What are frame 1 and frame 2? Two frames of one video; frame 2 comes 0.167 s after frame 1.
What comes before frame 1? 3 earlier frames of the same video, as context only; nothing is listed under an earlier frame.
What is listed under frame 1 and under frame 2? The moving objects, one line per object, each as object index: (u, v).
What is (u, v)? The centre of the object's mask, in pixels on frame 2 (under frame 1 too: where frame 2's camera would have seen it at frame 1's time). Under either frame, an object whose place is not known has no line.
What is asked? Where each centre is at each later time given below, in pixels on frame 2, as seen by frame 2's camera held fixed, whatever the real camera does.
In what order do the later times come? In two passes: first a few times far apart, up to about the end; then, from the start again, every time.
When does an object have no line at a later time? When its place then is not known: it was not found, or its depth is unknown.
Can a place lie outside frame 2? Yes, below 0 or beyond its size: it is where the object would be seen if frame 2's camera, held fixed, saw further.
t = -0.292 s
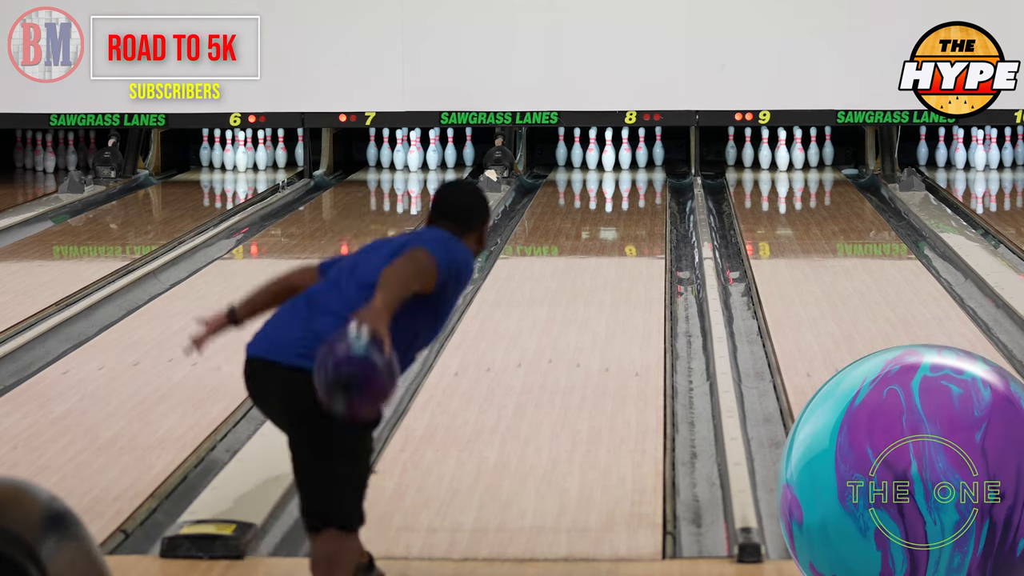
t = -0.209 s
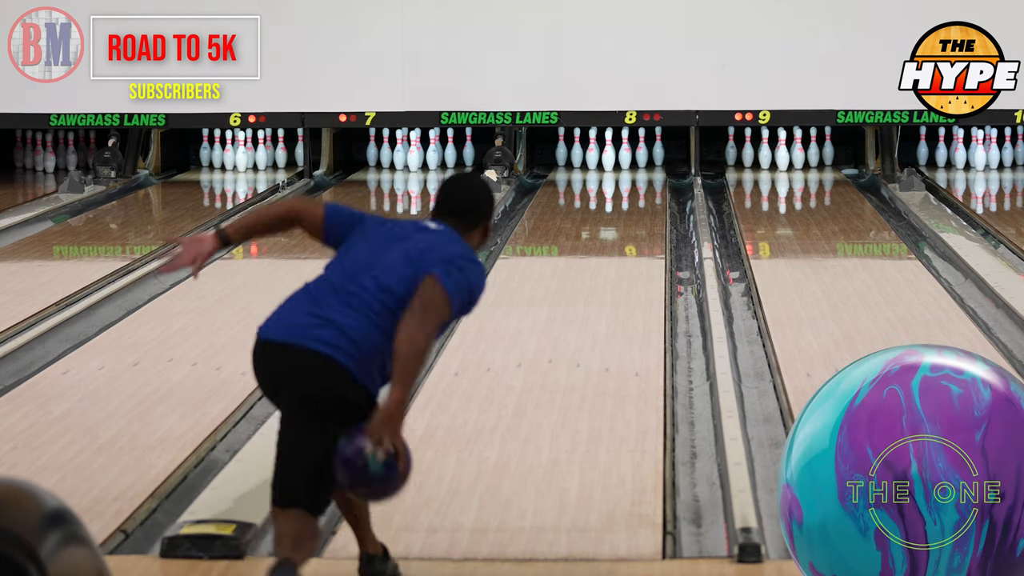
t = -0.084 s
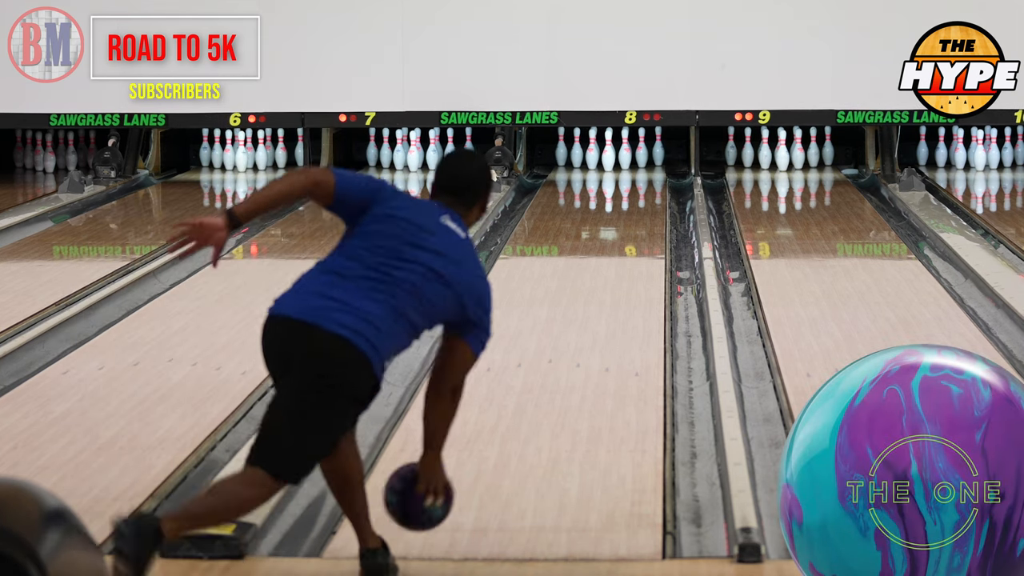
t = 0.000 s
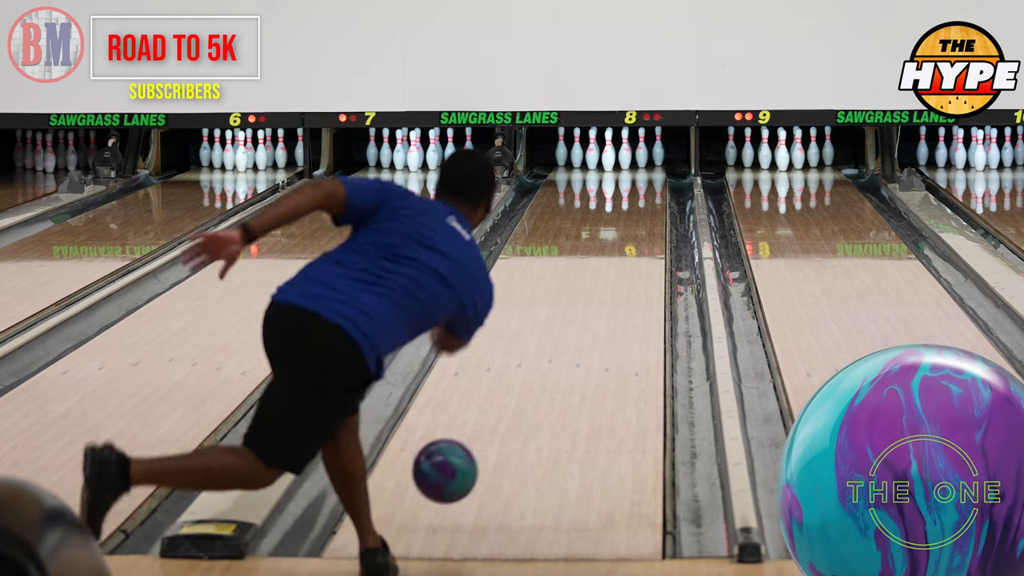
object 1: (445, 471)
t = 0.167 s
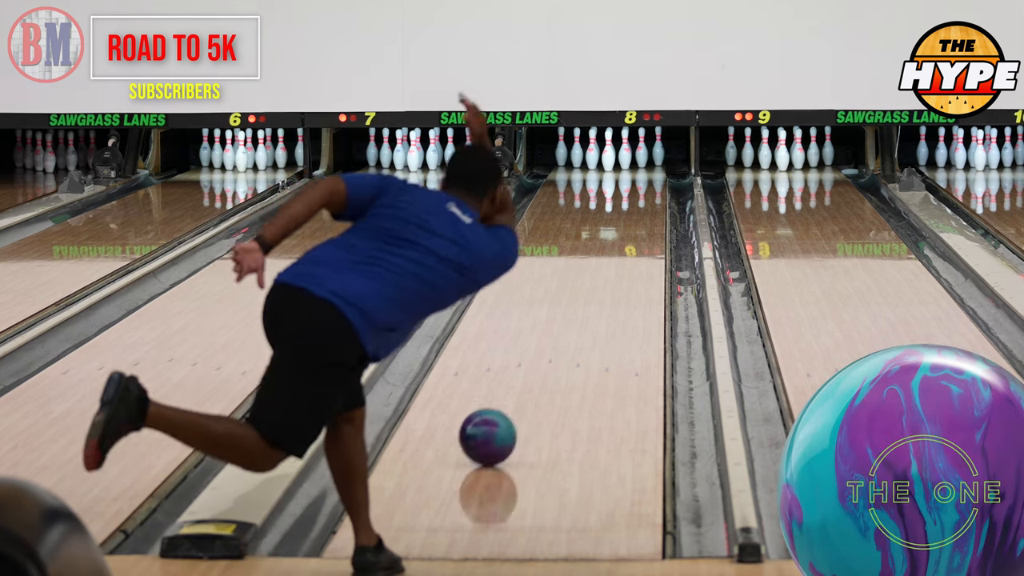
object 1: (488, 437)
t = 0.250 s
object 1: (505, 410)
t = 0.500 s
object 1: (547, 347)
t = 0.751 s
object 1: (577, 301)
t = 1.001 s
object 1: (599, 265)
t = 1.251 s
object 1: (616, 235)
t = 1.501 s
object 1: (628, 212)
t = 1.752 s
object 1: (635, 193)
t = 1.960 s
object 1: (634, 180)
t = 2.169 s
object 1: (625, 169)
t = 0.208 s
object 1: (496, 423)
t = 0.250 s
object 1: (505, 410)
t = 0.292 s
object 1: (513, 399)
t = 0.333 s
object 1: (521, 387)
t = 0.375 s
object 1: (527, 376)
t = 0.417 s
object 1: (534, 366)
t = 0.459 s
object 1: (541, 356)
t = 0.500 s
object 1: (547, 347)
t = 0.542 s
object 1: (552, 339)
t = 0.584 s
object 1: (558, 330)
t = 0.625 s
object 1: (563, 323)
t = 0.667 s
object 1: (568, 315)
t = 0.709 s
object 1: (572, 308)
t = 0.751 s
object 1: (577, 301)
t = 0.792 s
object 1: (581, 294)
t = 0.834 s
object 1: (585, 288)
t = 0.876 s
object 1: (589, 281)
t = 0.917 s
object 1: (592, 276)
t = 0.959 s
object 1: (596, 270)
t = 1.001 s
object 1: (599, 265)
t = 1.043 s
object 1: (602, 260)
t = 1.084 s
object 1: (605, 255)
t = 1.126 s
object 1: (608, 249)
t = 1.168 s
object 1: (611, 244)
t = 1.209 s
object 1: (613, 240)
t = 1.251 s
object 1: (616, 235)
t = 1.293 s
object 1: (618, 231)
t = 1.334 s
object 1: (620, 227)
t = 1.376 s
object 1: (623, 223)
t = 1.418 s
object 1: (625, 220)
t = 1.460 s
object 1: (626, 216)
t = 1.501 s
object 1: (628, 212)
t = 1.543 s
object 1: (630, 209)
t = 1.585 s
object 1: (632, 205)
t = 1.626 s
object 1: (633, 202)
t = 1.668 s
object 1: (634, 199)
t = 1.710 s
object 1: (635, 196)
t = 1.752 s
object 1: (635, 193)
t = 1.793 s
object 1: (635, 190)
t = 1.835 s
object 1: (635, 187)
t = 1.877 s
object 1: (635, 185)
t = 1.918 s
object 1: (635, 182)
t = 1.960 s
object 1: (634, 180)
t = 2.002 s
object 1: (633, 178)
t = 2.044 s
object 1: (631, 176)
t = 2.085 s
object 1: (629, 173)
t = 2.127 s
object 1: (627, 171)
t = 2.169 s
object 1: (625, 169)
